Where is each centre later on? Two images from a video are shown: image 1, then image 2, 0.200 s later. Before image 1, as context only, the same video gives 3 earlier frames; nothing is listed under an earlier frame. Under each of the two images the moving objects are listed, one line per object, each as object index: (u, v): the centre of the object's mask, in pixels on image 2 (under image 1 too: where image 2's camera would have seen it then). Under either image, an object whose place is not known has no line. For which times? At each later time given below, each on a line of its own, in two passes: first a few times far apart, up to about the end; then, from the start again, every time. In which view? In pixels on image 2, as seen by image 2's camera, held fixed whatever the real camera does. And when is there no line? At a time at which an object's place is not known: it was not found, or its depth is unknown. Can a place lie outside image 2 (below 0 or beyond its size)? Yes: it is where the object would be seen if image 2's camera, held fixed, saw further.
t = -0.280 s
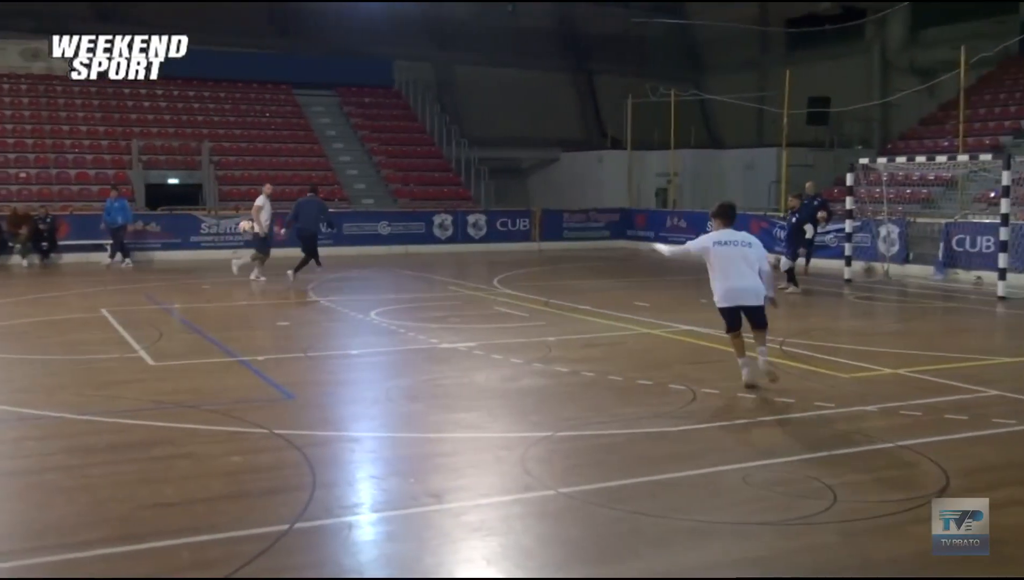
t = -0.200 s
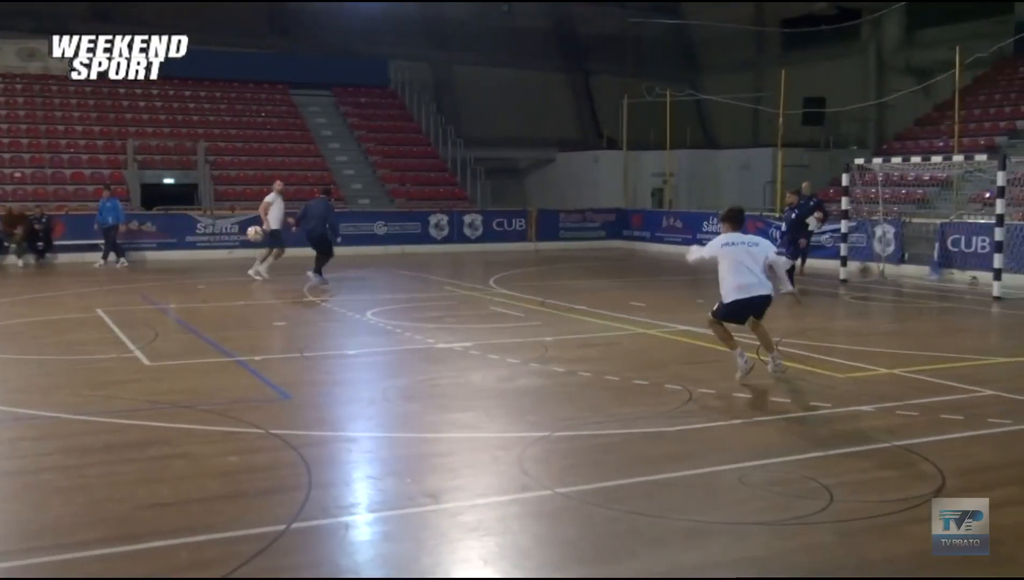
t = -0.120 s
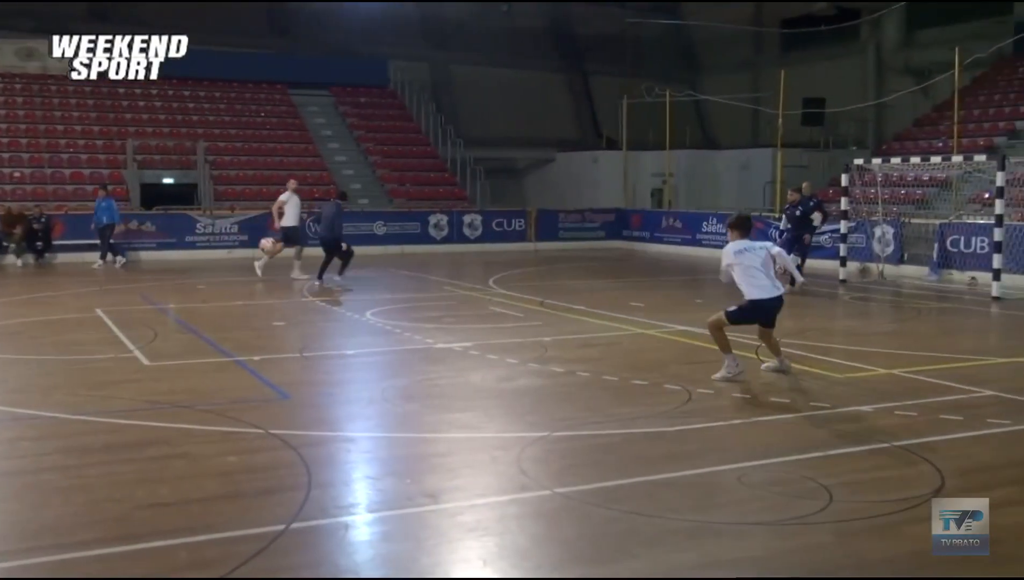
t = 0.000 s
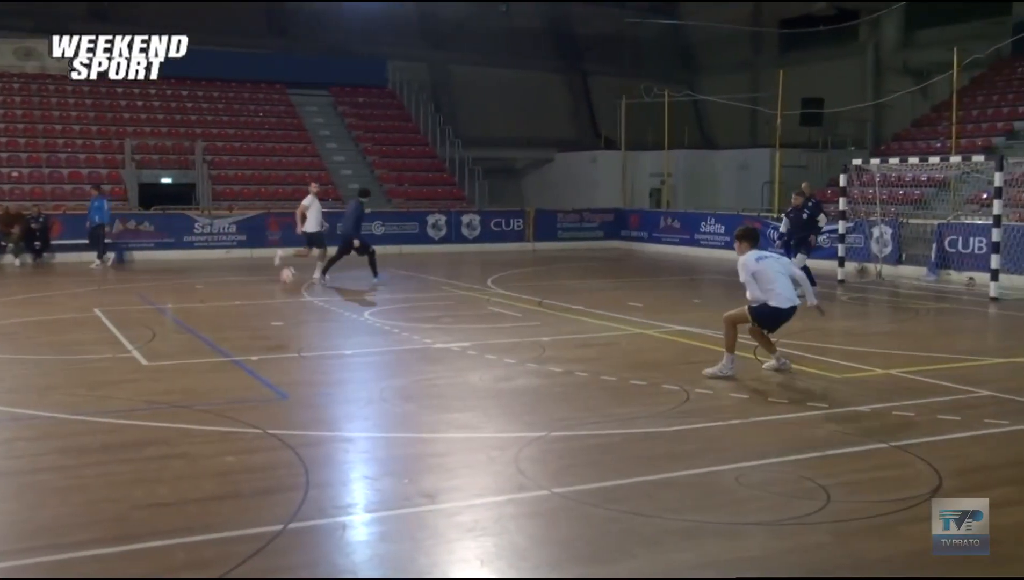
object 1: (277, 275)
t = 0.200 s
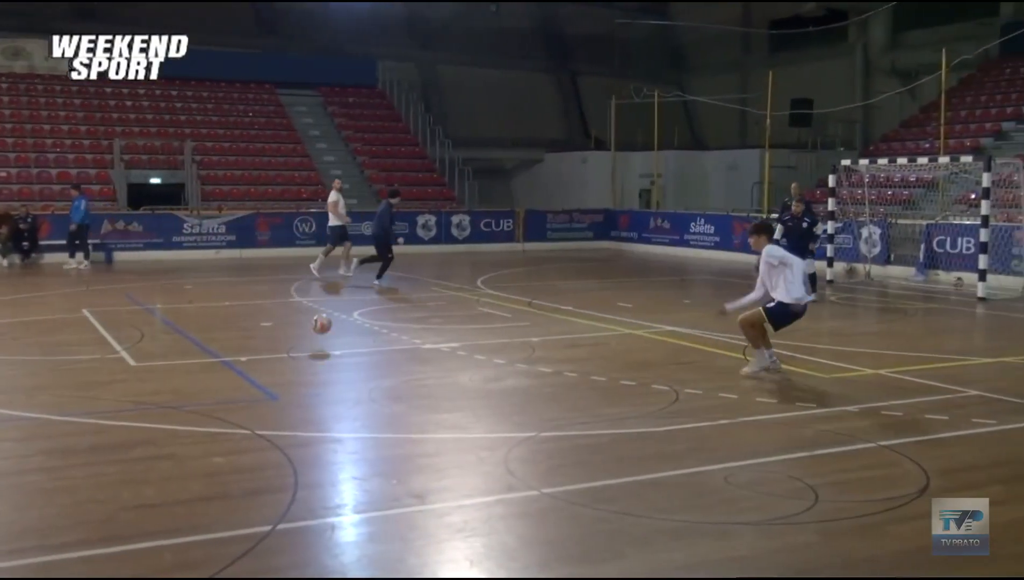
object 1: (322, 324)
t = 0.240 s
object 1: (329, 319)
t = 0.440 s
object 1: (373, 322)
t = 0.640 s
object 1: (425, 374)
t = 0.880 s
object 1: (502, 395)
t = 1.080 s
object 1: (585, 429)
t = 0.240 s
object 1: (329, 319)
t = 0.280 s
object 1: (337, 317)
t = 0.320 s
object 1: (346, 316)
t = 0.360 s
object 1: (354, 316)
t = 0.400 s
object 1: (364, 318)
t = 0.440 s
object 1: (373, 322)
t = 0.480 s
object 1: (382, 328)
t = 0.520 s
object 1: (392, 337)
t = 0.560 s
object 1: (403, 348)
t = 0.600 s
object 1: (414, 361)
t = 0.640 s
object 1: (425, 374)
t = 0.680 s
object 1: (436, 373)
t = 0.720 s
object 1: (449, 373)
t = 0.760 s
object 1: (461, 374)
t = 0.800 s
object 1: (474, 379)
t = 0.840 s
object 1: (487, 386)
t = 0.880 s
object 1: (502, 395)
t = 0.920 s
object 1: (517, 406)
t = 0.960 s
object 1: (533, 408)
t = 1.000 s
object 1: (550, 412)
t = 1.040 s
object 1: (567, 419)
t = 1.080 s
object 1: (585, 429)
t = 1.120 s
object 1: (605, 431)
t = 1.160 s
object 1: (624, 437)
